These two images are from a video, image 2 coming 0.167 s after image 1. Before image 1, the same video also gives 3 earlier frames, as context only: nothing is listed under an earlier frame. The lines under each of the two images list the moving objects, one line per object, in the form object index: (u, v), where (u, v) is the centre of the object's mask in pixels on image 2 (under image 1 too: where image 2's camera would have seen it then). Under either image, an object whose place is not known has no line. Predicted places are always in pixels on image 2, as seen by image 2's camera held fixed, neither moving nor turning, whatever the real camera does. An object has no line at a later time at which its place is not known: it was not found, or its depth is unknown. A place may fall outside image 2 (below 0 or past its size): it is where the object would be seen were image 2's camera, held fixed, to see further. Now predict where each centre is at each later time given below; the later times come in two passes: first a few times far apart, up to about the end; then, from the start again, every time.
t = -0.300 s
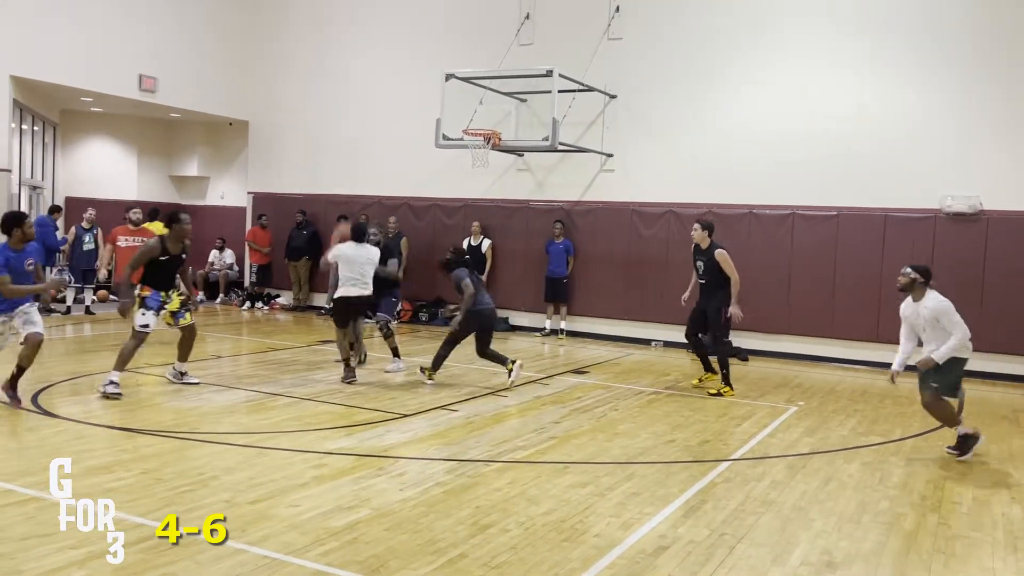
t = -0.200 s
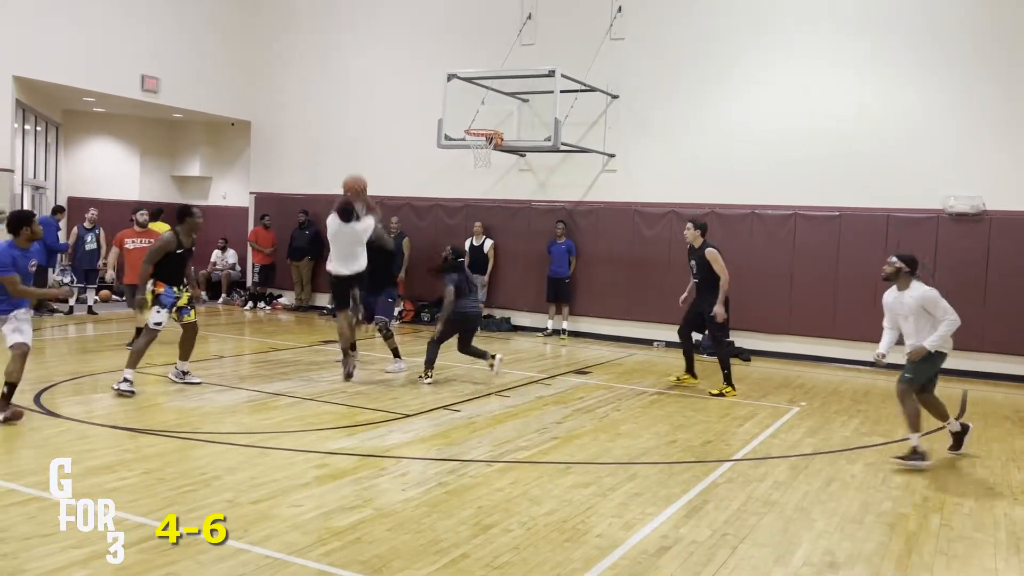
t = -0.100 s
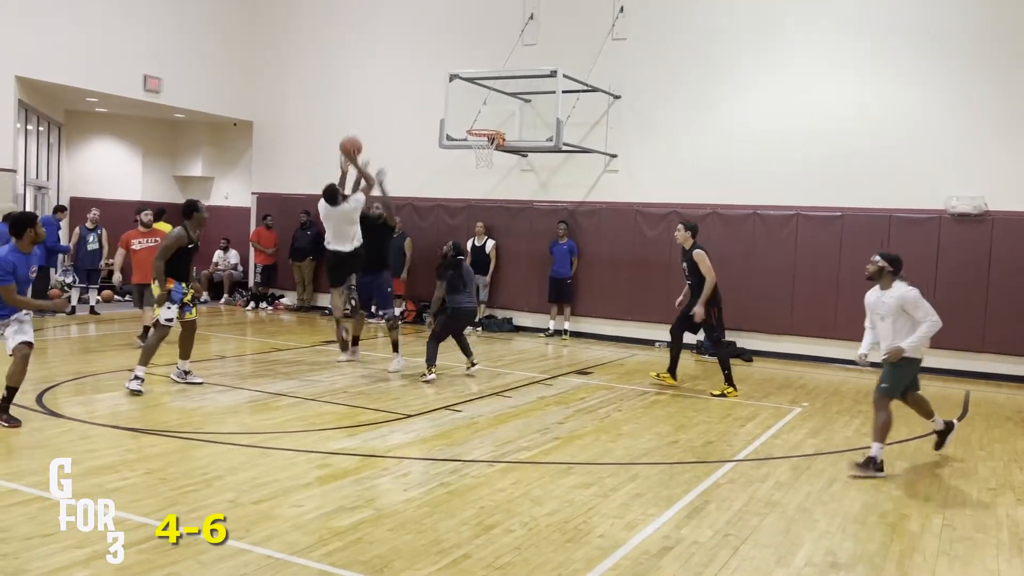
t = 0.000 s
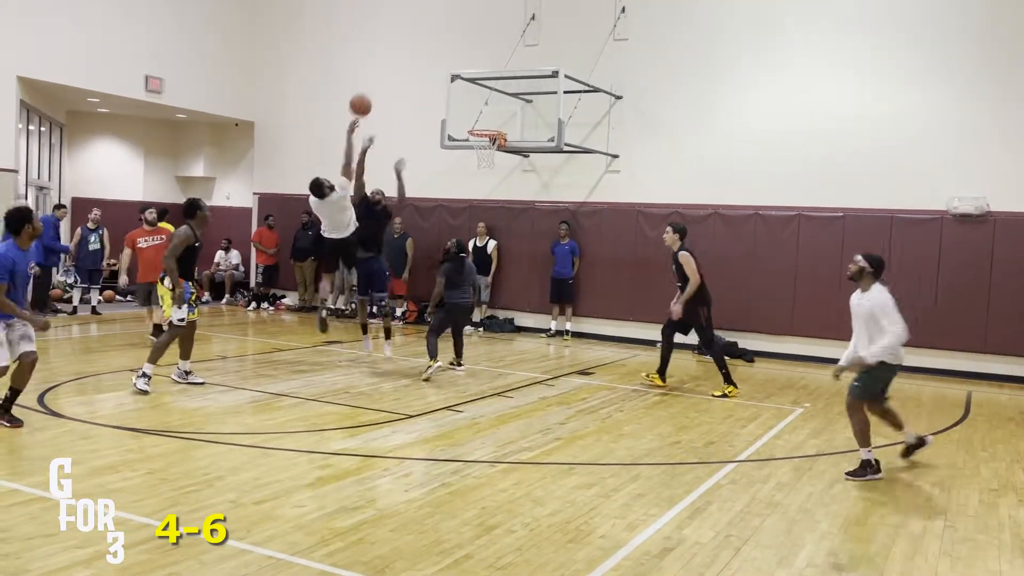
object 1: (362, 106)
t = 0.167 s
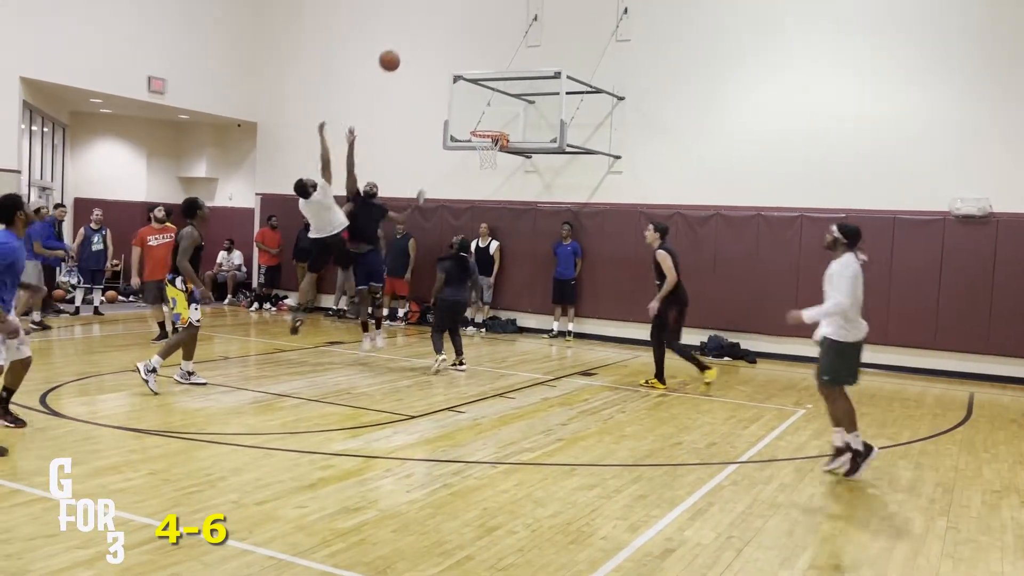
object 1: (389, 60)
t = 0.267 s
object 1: (403, 47)
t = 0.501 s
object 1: (432, 49)
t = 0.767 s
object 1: (457, 100)
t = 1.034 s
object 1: (424, 141)
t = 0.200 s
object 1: (394, 55)
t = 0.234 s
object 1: (399, 50)
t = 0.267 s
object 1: (403, 47)
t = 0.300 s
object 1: (408, 44)
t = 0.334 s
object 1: (412, 43)
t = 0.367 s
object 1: (416, 42)
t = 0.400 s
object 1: (420, 43)
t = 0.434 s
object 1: (424, 44)
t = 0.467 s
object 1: (428, 46)
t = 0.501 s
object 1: (432, 49)
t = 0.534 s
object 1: (435, 53)
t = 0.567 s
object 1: (439, 57)
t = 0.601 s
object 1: (442, 63)
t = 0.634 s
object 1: (445, 69)
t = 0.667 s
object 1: (448, 76)
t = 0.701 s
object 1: (451, 83)
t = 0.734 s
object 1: (454, 92)
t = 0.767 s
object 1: (457, 100)
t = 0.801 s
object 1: (460, 110)
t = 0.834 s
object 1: (462, 120)
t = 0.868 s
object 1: (463, 128)
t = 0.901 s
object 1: (455, 129)
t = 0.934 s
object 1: (447, 131)
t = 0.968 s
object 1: (439, 134)
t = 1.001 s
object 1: (432, 137)
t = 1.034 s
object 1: (424, 141)
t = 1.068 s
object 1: (416, 146)
